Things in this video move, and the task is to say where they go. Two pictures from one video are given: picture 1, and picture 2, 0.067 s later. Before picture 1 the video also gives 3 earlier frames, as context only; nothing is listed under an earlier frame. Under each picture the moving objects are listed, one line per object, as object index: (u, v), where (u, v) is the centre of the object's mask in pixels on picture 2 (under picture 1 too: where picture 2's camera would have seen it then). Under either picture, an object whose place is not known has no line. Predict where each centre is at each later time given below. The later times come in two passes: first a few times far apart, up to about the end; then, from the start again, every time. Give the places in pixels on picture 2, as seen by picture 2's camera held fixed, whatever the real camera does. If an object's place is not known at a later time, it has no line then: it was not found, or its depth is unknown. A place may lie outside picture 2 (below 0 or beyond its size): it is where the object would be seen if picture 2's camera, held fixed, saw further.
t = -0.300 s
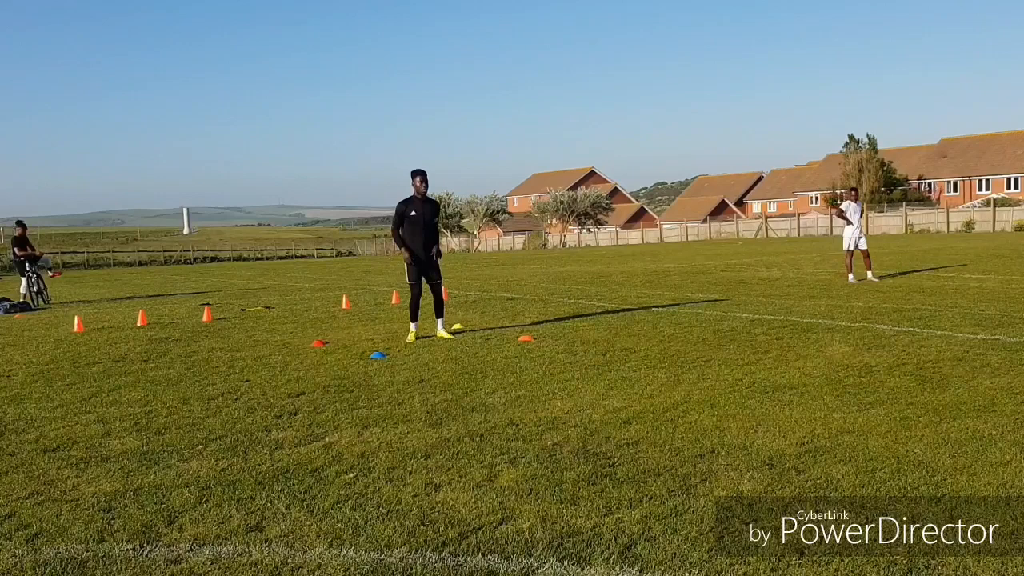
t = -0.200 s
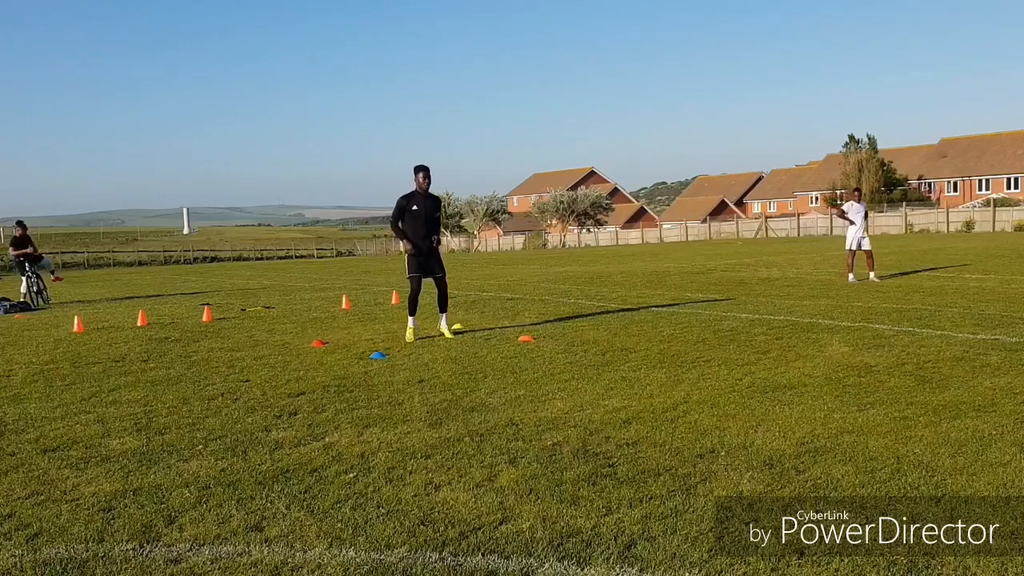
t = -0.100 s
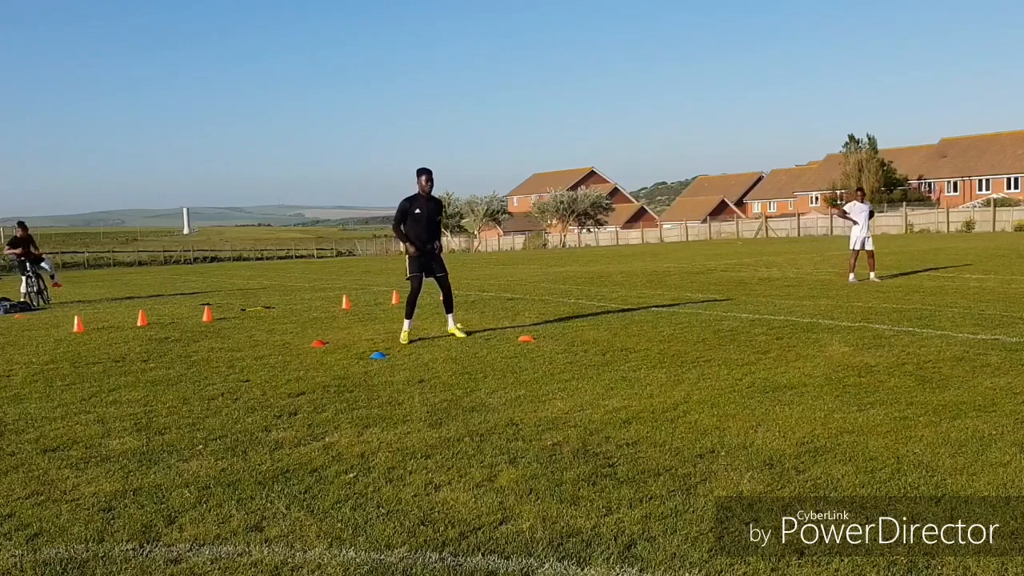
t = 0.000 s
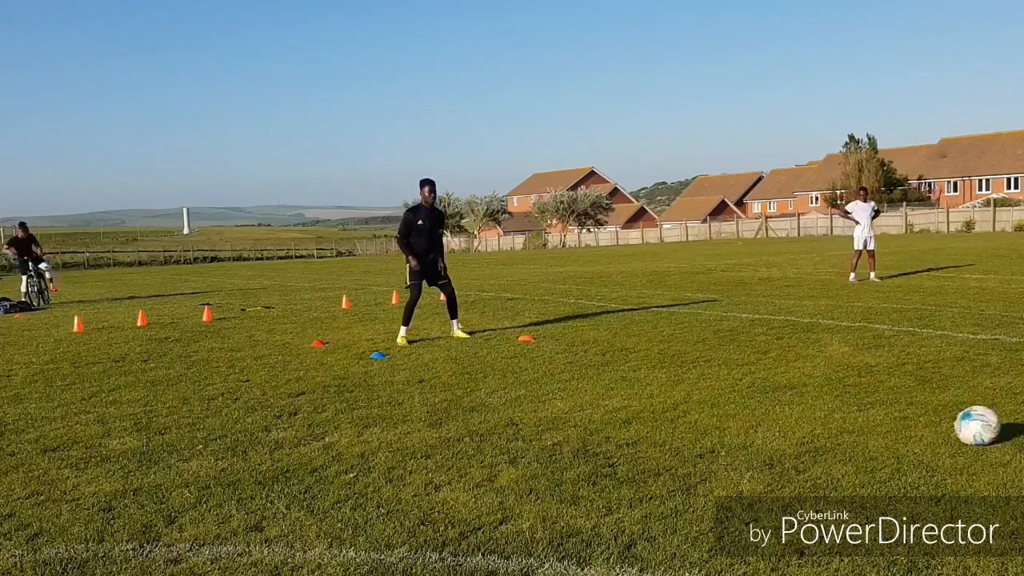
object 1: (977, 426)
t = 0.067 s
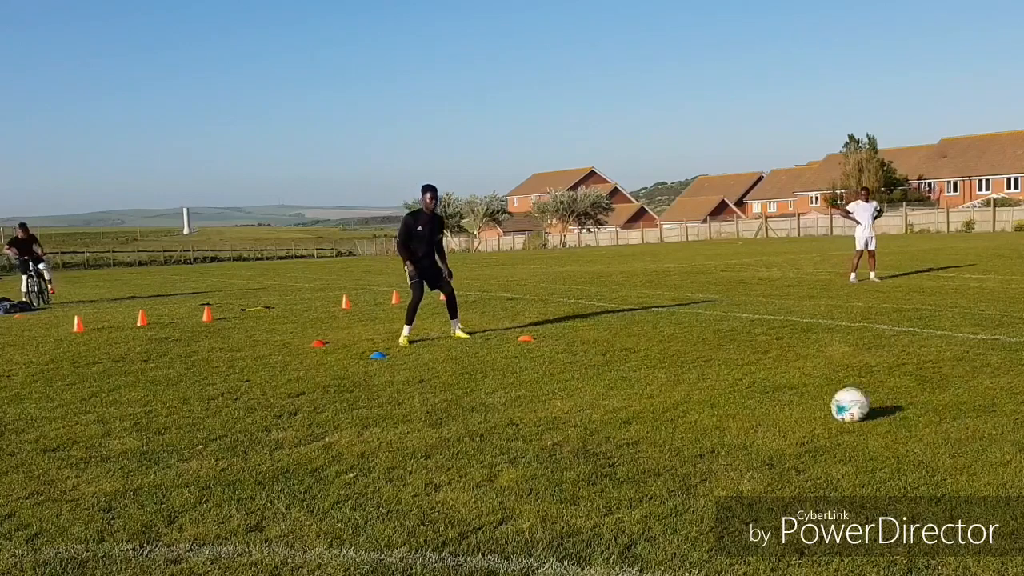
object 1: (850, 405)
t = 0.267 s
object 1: (622, 366)
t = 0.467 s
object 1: (506, 342)
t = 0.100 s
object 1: (799, 397)
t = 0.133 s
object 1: (754, 389)
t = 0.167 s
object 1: (714, 382)
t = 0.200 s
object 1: (680, 376)
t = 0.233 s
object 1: (650, 371)
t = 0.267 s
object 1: (622, 366)
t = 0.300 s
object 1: (598, 361)
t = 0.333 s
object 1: (576, 357)
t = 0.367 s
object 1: (555, 354)
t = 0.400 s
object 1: (537, 352)
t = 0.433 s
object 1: (521, 347)
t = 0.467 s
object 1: (506, 342)
